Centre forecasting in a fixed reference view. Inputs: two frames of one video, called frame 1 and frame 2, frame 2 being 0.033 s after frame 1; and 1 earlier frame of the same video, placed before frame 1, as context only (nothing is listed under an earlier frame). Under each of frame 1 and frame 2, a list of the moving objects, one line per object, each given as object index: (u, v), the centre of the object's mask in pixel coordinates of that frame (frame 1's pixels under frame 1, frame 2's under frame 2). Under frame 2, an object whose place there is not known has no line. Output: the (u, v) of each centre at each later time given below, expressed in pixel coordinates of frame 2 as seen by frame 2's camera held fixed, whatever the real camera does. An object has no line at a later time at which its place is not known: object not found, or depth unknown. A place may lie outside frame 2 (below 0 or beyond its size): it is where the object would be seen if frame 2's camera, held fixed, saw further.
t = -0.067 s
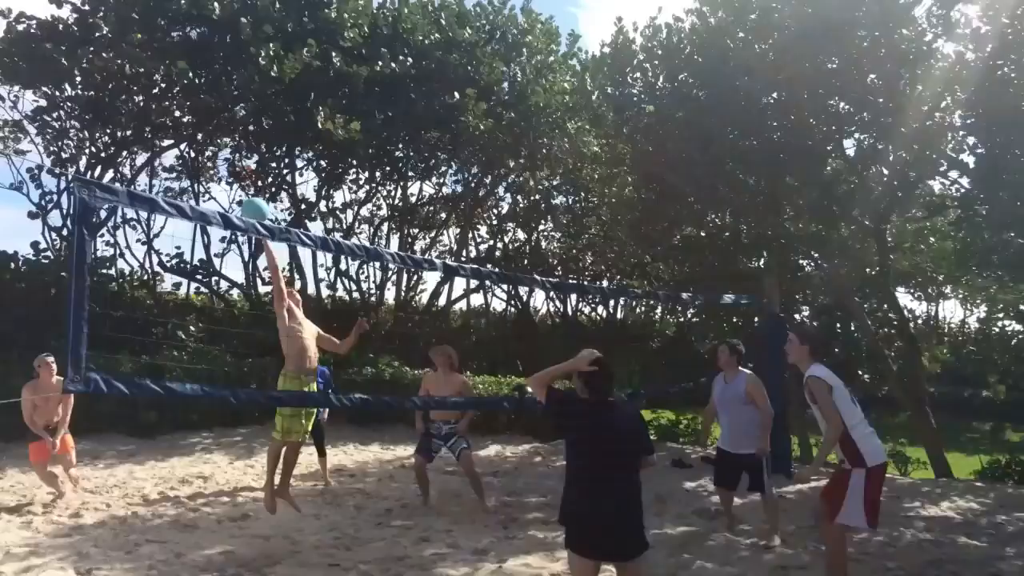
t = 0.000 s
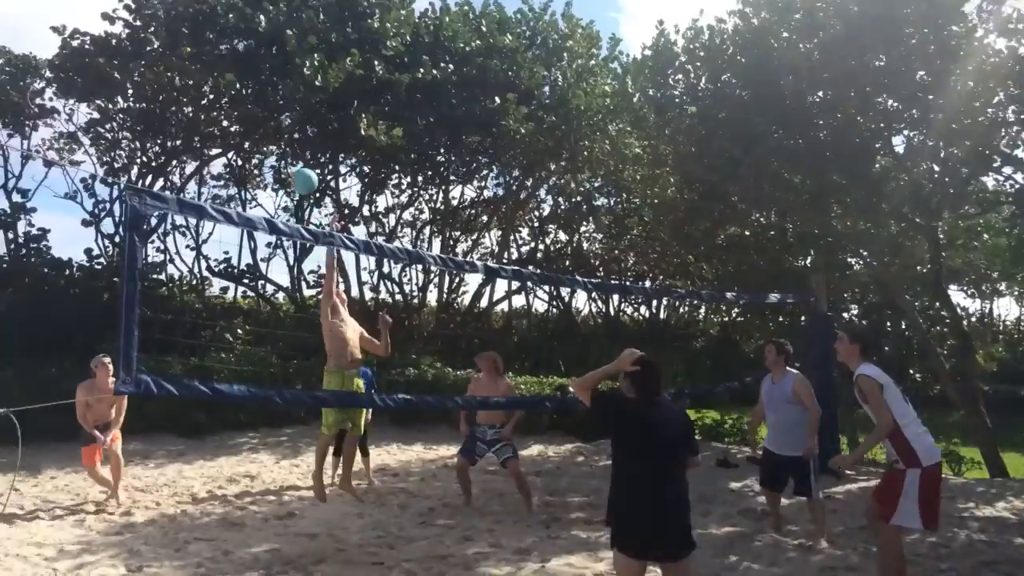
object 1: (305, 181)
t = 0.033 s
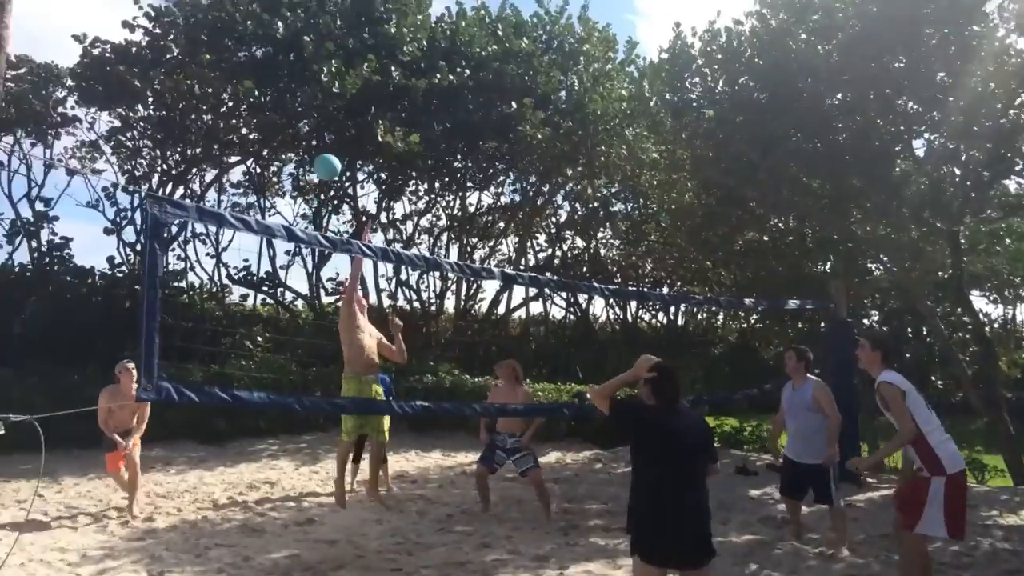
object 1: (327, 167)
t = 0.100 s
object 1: (335, 131)
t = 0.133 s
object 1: (339, 108)
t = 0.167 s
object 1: (344, 92)
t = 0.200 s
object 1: (349, 76)
